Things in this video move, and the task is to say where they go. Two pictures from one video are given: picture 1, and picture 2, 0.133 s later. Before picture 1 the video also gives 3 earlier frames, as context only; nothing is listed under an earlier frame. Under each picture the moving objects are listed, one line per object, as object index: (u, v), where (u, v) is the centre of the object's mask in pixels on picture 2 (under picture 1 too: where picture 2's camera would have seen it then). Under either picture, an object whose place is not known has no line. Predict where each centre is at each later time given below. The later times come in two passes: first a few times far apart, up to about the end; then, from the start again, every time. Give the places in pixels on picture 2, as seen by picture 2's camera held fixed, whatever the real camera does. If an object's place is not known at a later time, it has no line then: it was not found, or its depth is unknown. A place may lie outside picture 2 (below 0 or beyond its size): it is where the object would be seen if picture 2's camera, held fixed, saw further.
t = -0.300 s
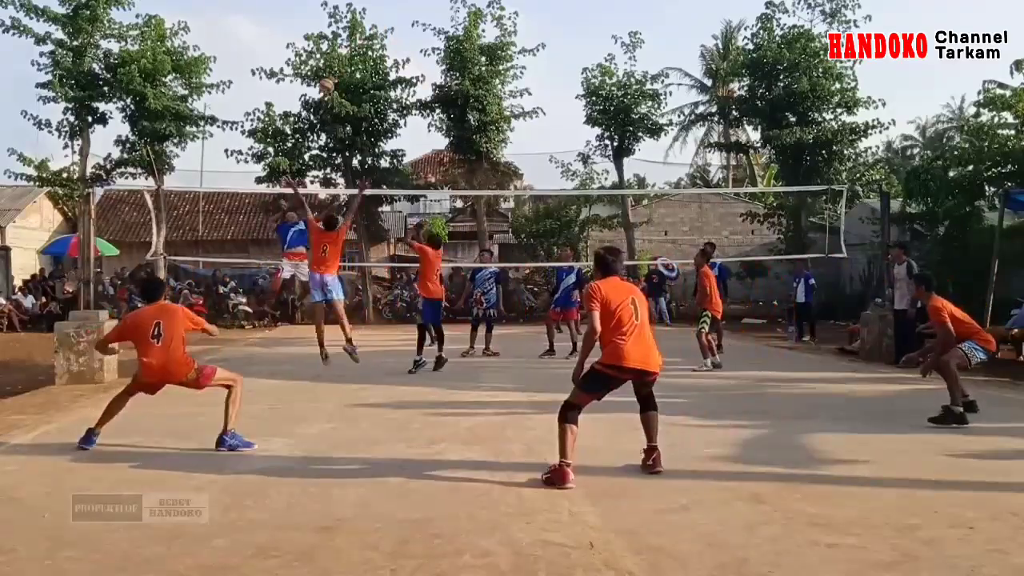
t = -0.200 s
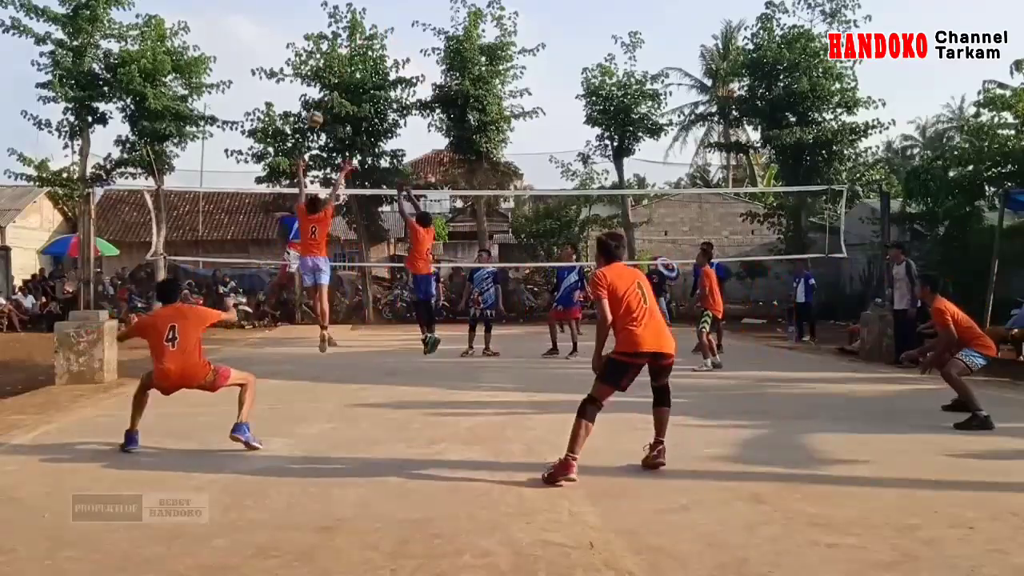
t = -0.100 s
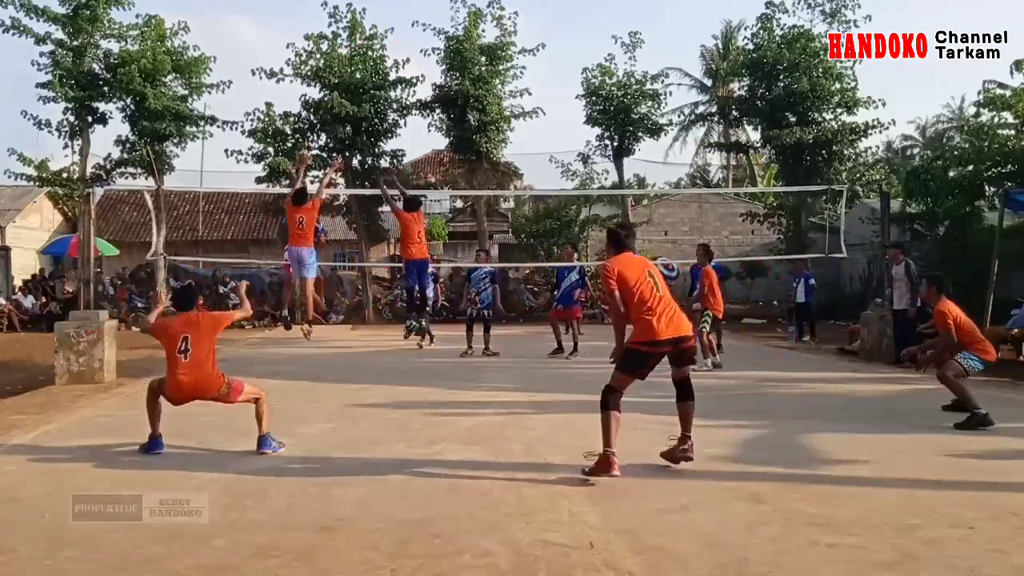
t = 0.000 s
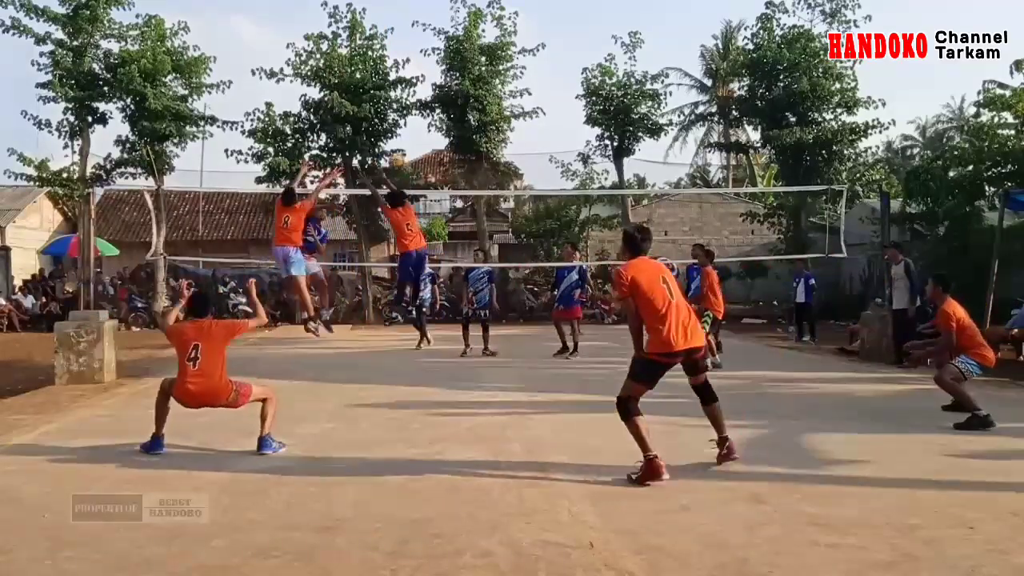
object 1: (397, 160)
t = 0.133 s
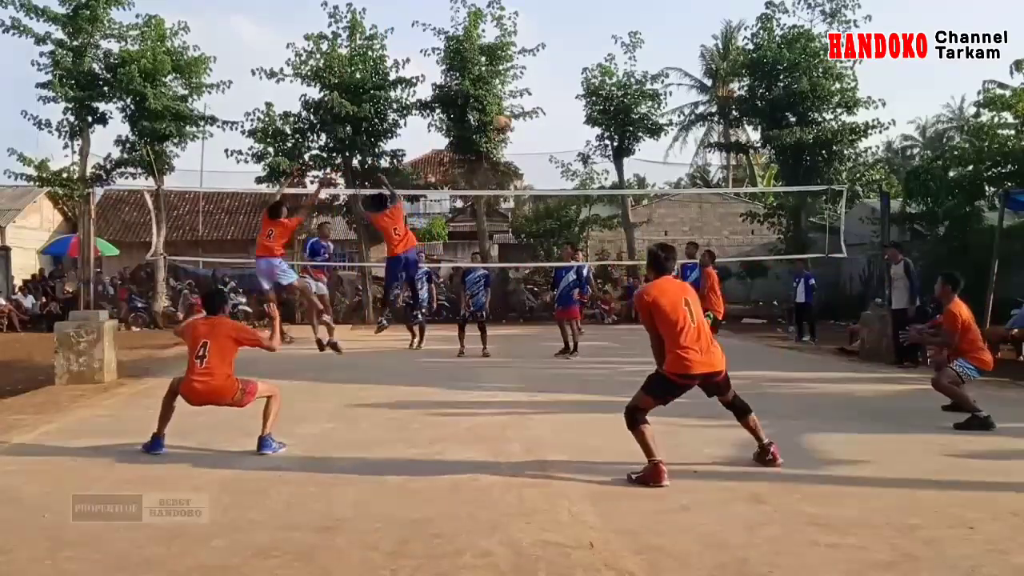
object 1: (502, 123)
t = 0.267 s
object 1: (625, 104)
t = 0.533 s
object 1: (951, 128)
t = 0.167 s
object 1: (530, 118)
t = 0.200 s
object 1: (560, 112)
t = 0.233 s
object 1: (592, 108)
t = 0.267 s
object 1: (625, 104)
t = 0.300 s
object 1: (660, 101)
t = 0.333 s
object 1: (695, 100)
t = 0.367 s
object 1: (733, 100)
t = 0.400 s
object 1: (772, 102)
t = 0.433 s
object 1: (814, 105)
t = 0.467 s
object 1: (857, 112)
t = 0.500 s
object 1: (902, 119)
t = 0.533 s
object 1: (951, 128)
